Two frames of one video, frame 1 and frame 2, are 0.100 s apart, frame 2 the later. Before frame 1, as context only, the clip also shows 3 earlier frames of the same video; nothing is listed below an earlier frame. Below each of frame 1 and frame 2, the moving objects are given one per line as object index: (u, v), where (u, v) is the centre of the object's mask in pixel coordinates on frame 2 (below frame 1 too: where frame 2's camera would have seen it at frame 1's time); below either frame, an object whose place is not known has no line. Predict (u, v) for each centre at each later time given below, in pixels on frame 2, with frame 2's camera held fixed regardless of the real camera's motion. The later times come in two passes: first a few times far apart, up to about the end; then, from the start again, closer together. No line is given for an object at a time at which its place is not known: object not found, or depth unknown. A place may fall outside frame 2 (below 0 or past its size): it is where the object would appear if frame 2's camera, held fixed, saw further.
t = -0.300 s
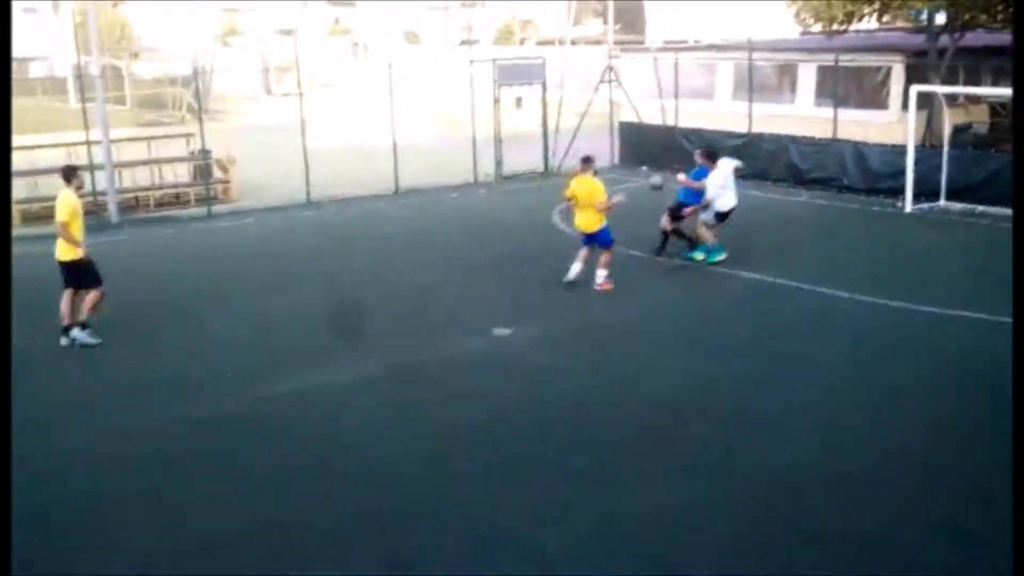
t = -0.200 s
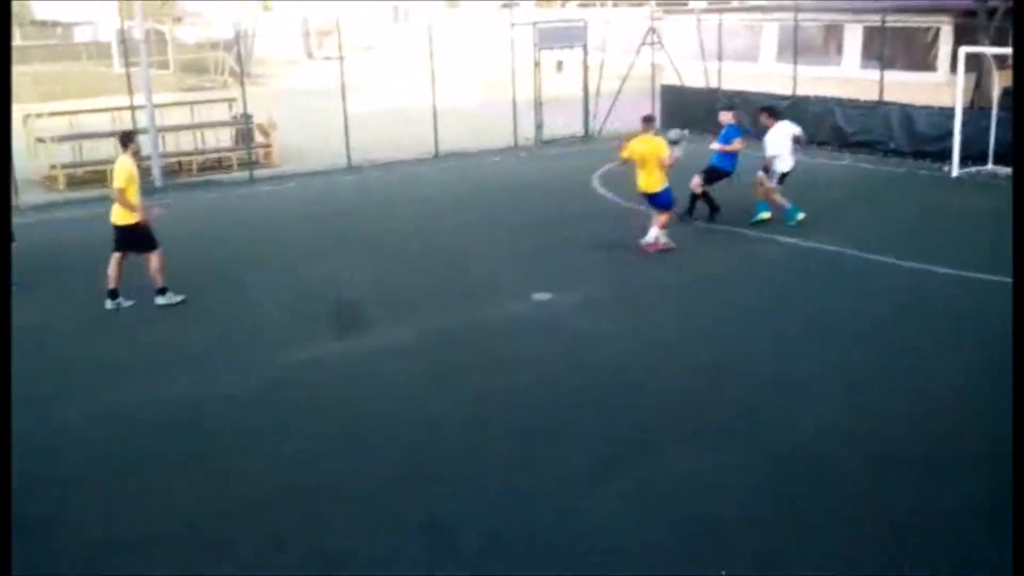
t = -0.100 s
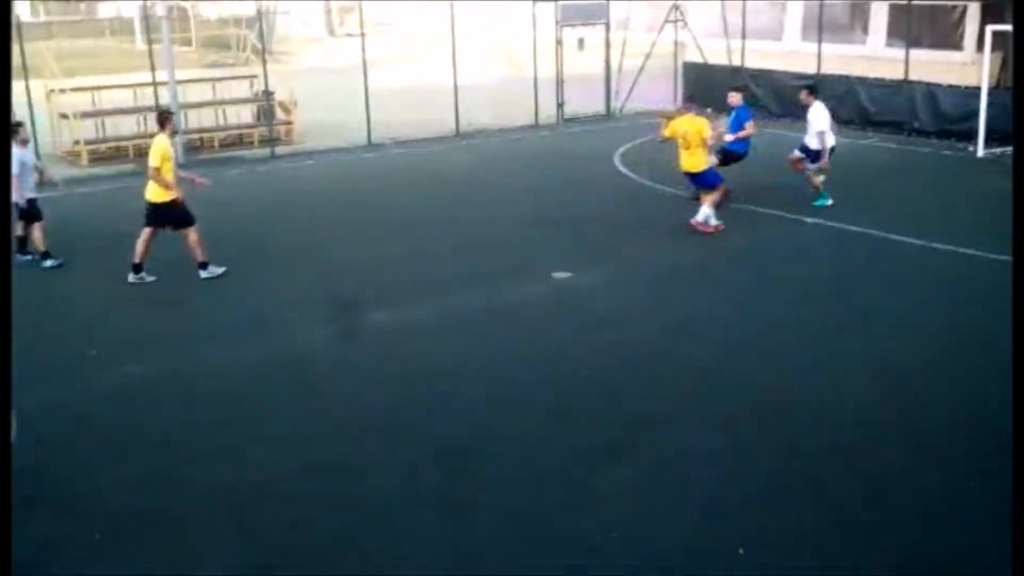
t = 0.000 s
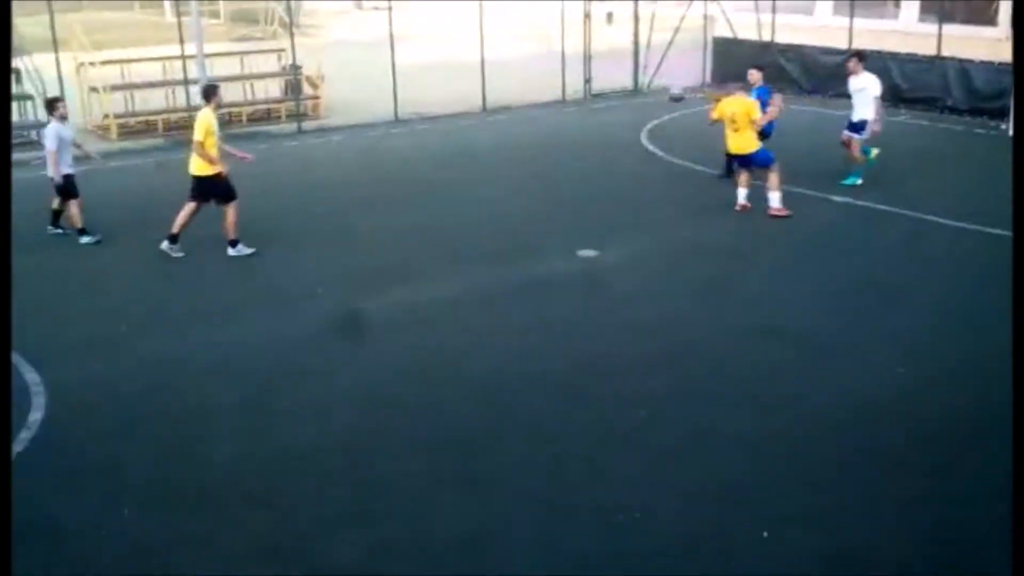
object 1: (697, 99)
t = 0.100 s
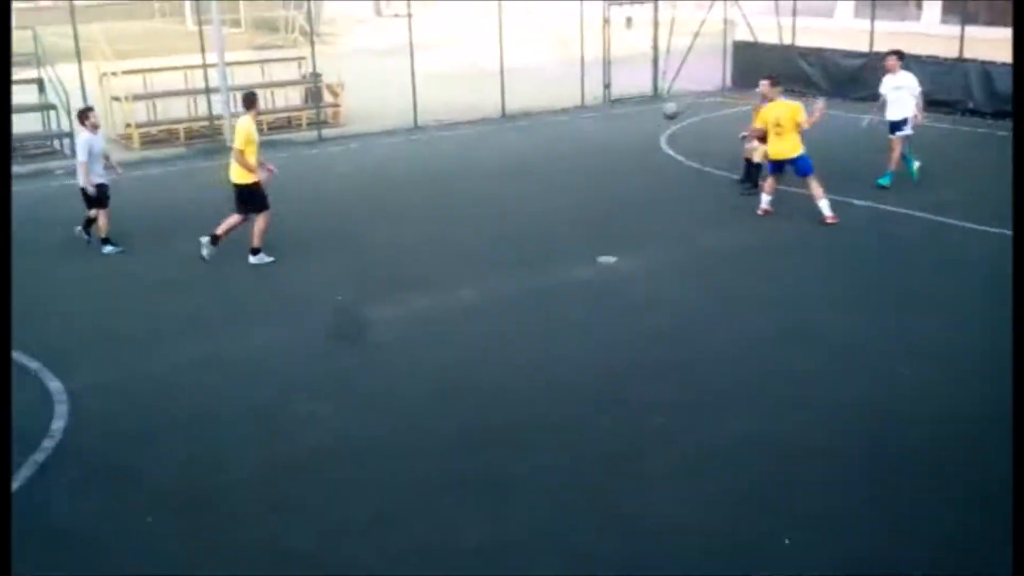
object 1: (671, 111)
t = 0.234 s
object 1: (635, 140)
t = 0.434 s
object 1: (584, 209)
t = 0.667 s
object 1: (577, 193)
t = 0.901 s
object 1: (568, 213)
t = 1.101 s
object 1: (559, 216)
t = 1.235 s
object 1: (550, 215)
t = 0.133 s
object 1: (661, 117)
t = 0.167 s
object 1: (653, 124)
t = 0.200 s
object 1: (643, 132)
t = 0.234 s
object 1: (635, 140)
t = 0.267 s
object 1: (626, 150)
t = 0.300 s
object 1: (618, 161)
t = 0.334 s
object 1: (610, 173)
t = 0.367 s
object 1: (600, 185)
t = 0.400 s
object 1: (591, 198)
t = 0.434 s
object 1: (584, 209)
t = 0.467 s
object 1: (583, 204)
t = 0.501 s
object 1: (582, 200)
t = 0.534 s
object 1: (581, 197)
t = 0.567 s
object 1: (580, 195)
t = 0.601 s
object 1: (579, 193)
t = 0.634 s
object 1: (579, 193)
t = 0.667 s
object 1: (577, 193)
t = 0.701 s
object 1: (575, 194)
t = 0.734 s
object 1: (574, 196)
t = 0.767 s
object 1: (573, 199)
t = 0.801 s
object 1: (573, 203)
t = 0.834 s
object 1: (571, 207)
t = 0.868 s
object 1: (571, 213)
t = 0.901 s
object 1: (568, 213)
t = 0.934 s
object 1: (566, 212)
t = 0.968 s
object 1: (566, 211)
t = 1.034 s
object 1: (563, 212)
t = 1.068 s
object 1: (561, 214)
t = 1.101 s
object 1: (559, 216)
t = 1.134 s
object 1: (557, 216)
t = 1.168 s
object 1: (554, 216)
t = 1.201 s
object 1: (553, 215)
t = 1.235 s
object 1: (550, 215)
